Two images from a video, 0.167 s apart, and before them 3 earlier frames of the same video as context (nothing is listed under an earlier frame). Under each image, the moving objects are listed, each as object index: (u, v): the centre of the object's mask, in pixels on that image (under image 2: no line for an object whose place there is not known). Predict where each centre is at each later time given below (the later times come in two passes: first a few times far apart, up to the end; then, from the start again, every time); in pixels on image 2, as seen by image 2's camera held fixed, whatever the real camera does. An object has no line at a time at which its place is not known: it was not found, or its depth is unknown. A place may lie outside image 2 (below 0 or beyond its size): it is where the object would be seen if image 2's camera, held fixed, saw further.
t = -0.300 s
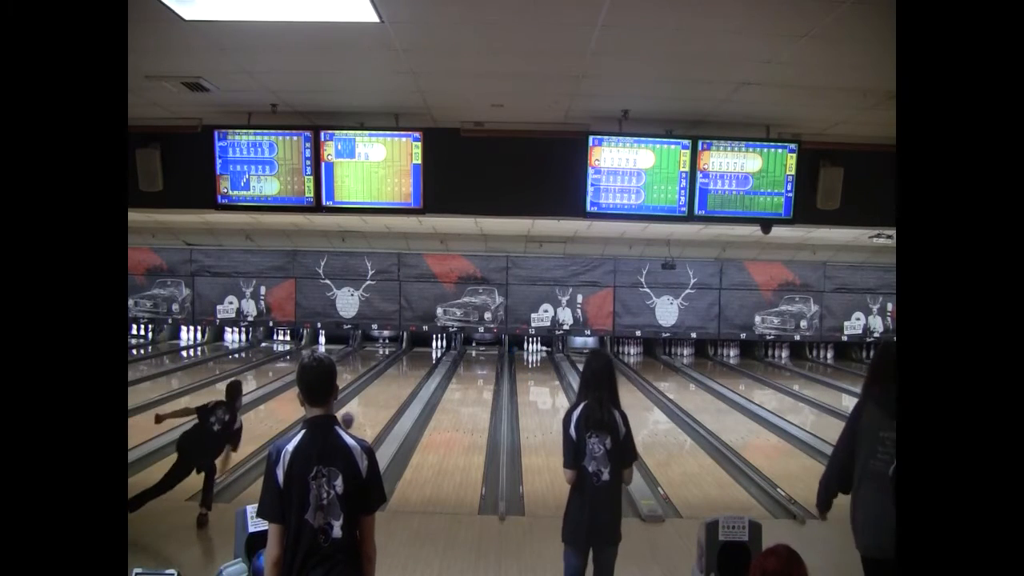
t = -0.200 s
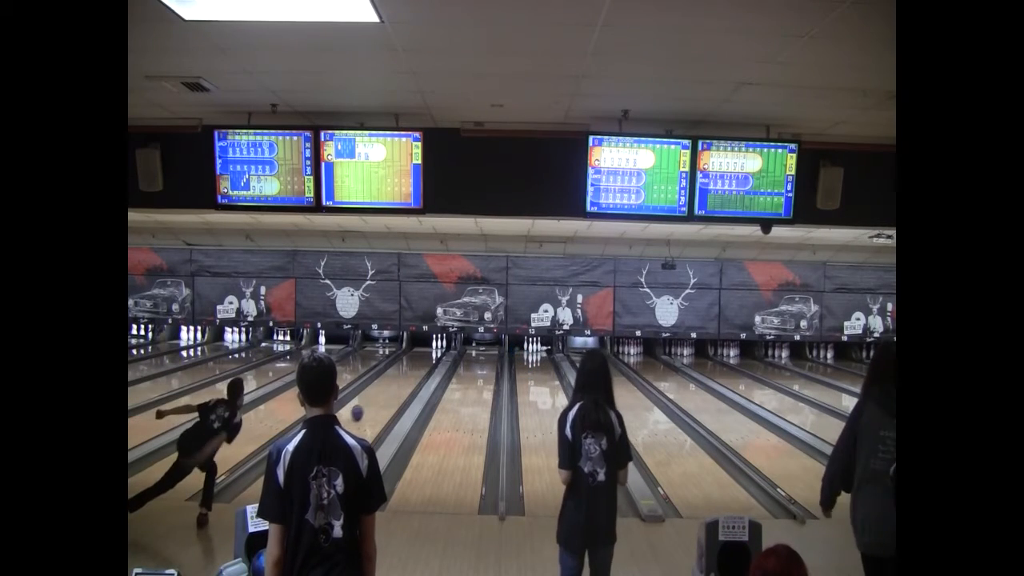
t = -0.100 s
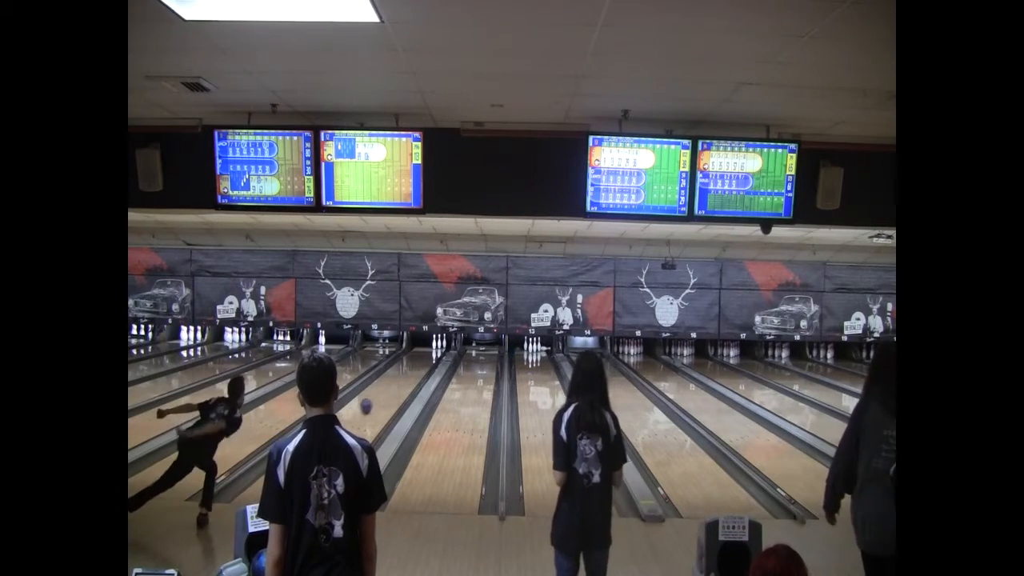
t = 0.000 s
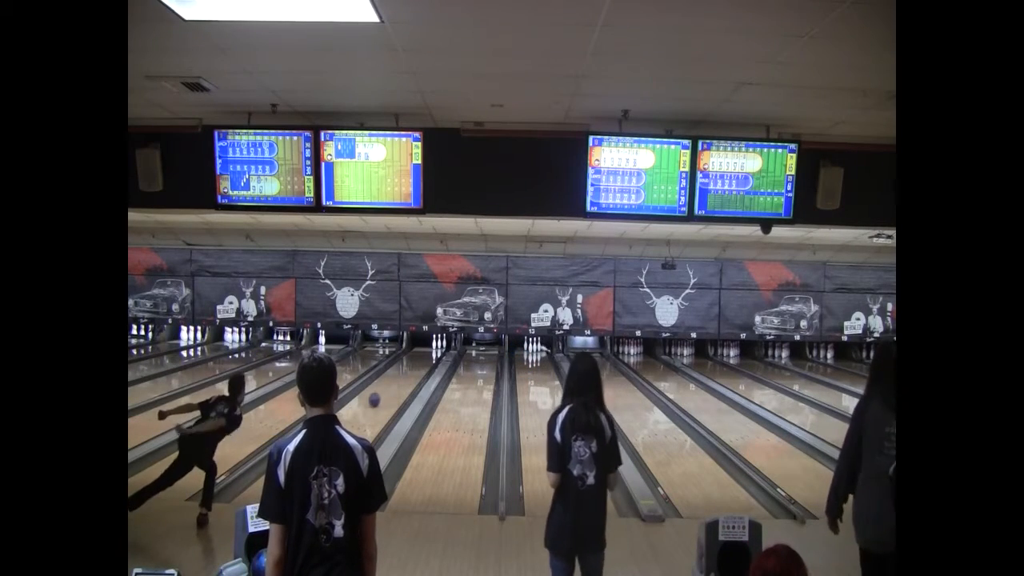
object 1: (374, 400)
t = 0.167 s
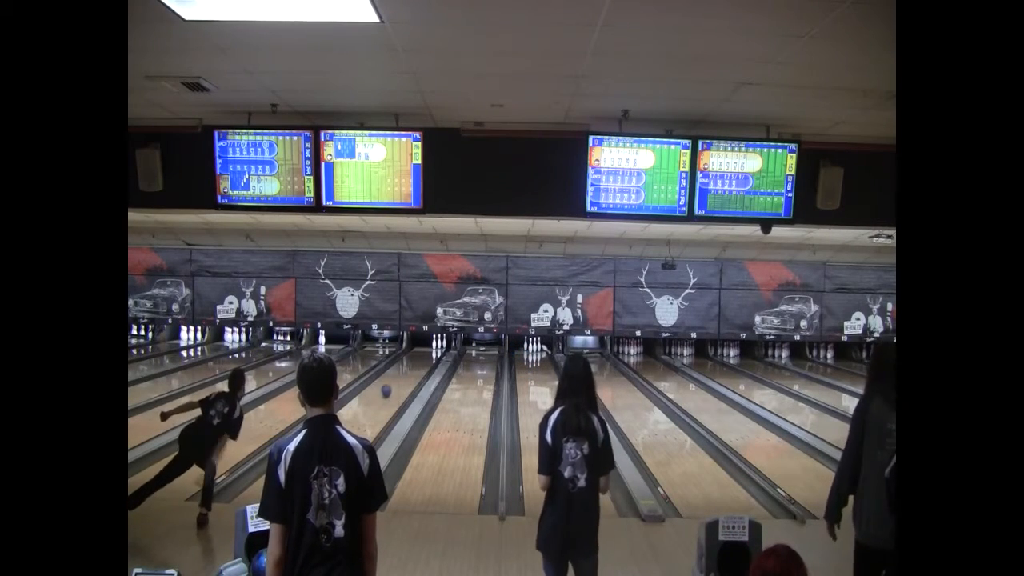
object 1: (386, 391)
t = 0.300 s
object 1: (394, 384)
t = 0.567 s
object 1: (408, 374)
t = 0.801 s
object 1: (418, 368)
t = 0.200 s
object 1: (388, 390)
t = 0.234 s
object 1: (390, 388)
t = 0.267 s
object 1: (392, 386)
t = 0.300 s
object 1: (394, 384)
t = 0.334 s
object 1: (396, 383)
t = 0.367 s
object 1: (398, 382)
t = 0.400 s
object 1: (400, 380)
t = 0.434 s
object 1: (402, 379)
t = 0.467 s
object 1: (404, 377)
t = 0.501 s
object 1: (405, 376)
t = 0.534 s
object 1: (406, 375)
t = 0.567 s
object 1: (408, 374)
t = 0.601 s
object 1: (410, 373)
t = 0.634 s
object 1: (411, 371)
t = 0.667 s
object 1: (412, 370)
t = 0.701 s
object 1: (413, 369)
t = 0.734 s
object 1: (415, 368)
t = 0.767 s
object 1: (417, 368)
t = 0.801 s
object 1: (418, 368)
